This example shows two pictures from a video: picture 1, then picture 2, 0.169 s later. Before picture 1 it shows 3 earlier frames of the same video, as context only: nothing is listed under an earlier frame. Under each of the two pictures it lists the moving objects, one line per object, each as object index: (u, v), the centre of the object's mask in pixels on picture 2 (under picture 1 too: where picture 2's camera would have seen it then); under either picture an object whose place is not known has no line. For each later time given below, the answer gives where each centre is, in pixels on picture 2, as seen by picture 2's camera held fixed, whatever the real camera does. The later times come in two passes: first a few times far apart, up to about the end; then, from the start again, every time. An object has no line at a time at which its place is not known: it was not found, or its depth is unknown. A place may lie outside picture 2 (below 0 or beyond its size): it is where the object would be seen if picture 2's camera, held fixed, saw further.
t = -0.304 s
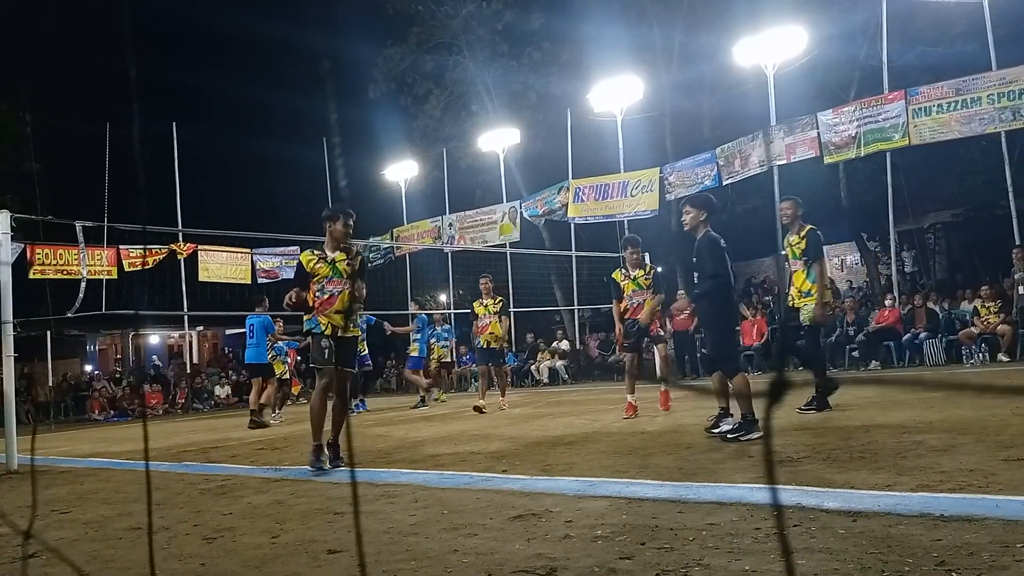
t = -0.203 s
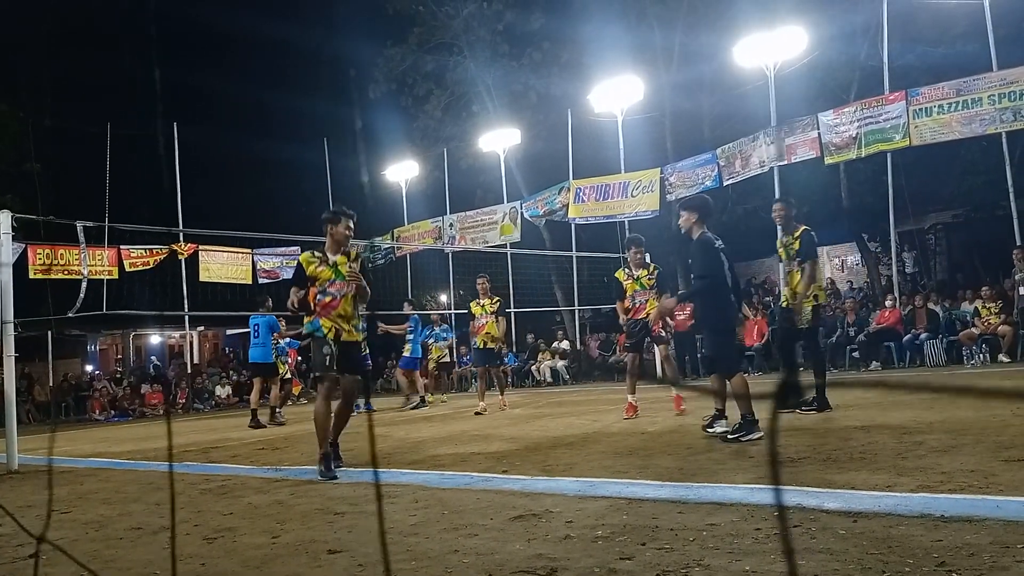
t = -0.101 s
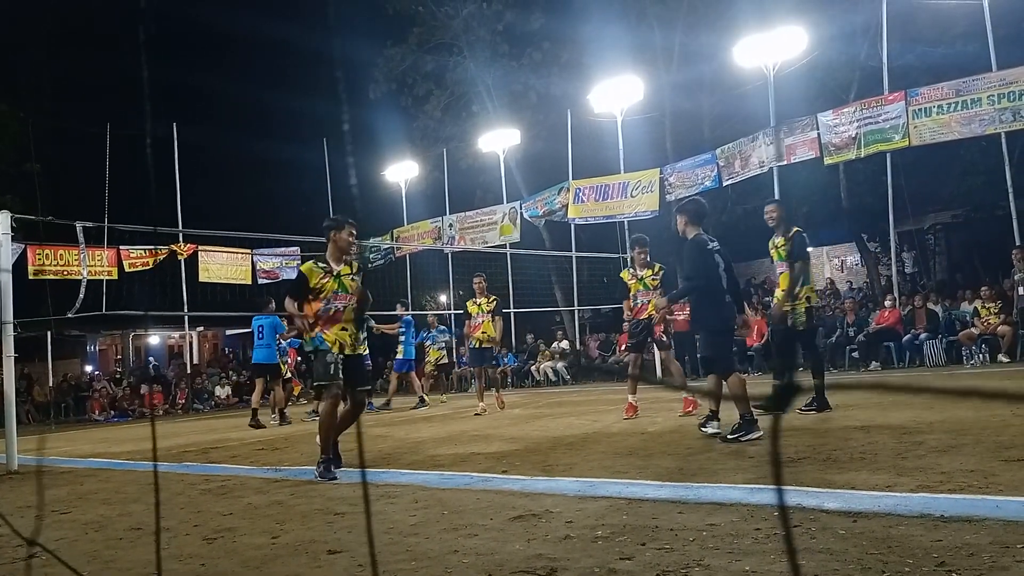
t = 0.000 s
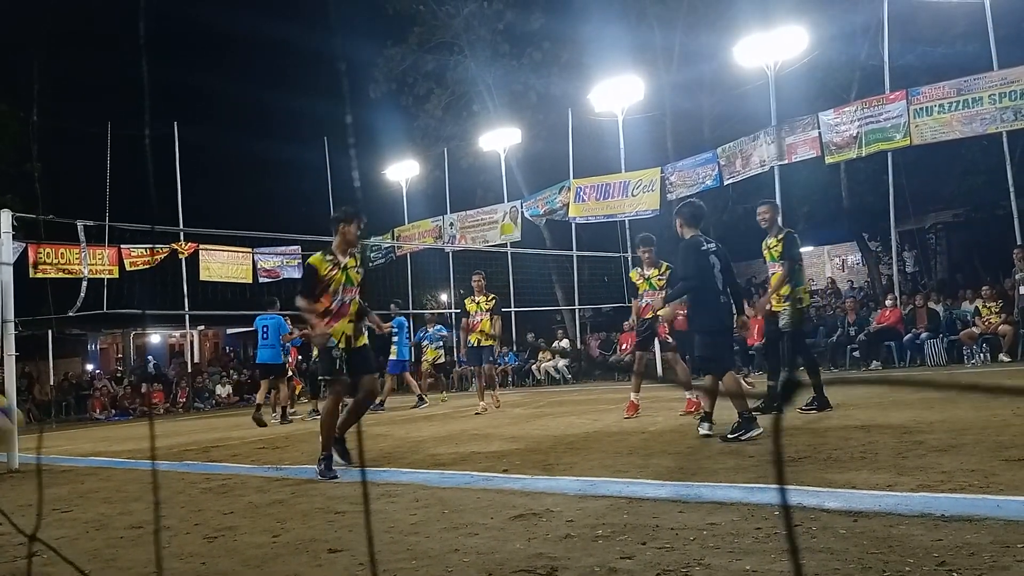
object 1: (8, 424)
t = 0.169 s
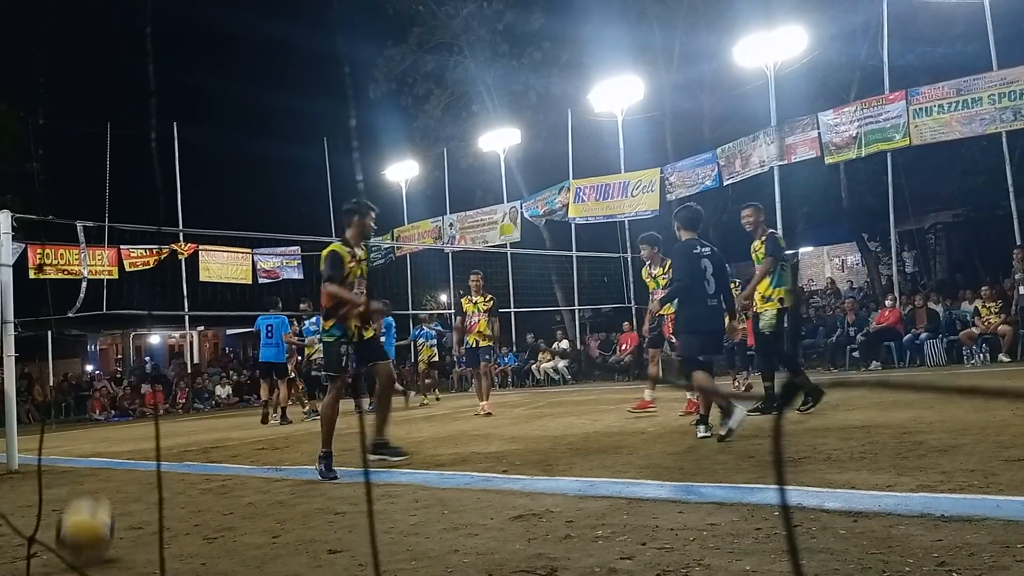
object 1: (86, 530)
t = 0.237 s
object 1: (88, 480)
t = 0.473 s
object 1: (100, 399)
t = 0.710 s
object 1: (114, 448)
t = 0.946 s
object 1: (133, 468)
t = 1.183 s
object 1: (152, 435)
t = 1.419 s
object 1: (178, 518)
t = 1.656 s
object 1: (194, 455)
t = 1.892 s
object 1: (218, 516)
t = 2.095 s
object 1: (229, 468)
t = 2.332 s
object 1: (246, 503)
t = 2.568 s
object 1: (265, 482)
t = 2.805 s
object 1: (280, 483)
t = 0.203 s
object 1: (87, 502)
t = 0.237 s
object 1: (88, 480)
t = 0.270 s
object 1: (90, 460)
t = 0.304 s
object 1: (92, 441)
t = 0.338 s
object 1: (93, 427)
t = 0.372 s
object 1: (95, 416)
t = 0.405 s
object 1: (96, 407)
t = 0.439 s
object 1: (98, 402)
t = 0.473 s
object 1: (100, 399)
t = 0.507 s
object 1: (102, 398)
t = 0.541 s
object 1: (103, 399)
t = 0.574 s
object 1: (106, 403)
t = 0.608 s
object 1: (108, 410)
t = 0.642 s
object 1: (110, 419)
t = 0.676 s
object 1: (113, 432)
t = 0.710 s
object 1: (114, 448)
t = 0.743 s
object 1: (118, 466)
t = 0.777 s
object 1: (120, 490)
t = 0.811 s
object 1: (123, 512)
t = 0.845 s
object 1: (126, 525)
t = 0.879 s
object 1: (129, 502)
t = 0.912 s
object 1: (130, 485)
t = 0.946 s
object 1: (133, 468)
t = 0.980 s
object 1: (131, 456)
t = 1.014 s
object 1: (134, 446)
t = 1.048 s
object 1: (137, 439)
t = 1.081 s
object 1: (141, 435)
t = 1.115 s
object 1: (142, 433)
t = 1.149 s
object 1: (148, 432)
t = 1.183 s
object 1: (152, 435)
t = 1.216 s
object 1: (158, 440)
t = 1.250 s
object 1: (159, 449)
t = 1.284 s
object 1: (162, 460)
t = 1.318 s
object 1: (164, 474)
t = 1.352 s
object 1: (169, 490)
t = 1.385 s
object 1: (173, 508)
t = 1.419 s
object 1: (178, 518)
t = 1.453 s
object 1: (184, 499)
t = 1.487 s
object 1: (181, 487)
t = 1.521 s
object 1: (186, 473)
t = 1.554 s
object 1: (186, 465)
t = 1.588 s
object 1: (189, 459)
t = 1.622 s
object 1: (191, 456)
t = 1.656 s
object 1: (194, 455)
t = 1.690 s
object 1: (197, 456)
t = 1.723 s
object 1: (200, 459)
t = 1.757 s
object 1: (203, 466)
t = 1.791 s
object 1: (207, 475)
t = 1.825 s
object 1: (211, 488)
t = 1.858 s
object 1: (214, 503)
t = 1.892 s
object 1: (218, 516)
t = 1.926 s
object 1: (220, 501)
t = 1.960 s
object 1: (221, 491)
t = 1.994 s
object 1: (223, 480)
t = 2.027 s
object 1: (224, 474)
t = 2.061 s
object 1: (227, 469)
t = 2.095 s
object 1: (229, 468)
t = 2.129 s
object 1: (231, 468)
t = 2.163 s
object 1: (233, 471)
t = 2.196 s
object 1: (236, 476)
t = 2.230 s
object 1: (238, 485)
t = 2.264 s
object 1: (241, 495)
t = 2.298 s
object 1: (244, 510)
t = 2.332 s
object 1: (246, 503)
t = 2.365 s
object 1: (248, 493)
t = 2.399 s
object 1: (251, 485)
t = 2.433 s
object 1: (254, 479)
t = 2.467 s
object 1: (256, 477)
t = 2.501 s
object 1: (259, 476)
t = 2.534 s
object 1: (262, 478)
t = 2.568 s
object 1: (265, 482)
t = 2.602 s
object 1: (268, 490)
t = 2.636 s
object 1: (272, 499)
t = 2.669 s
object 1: (275, 509)
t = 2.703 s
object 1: (276, 498)
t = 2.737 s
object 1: (277, 490)
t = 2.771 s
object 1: (278, 485)
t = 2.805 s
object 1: (280, 483)
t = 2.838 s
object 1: (282, 482)
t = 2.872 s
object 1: (283, 484)
